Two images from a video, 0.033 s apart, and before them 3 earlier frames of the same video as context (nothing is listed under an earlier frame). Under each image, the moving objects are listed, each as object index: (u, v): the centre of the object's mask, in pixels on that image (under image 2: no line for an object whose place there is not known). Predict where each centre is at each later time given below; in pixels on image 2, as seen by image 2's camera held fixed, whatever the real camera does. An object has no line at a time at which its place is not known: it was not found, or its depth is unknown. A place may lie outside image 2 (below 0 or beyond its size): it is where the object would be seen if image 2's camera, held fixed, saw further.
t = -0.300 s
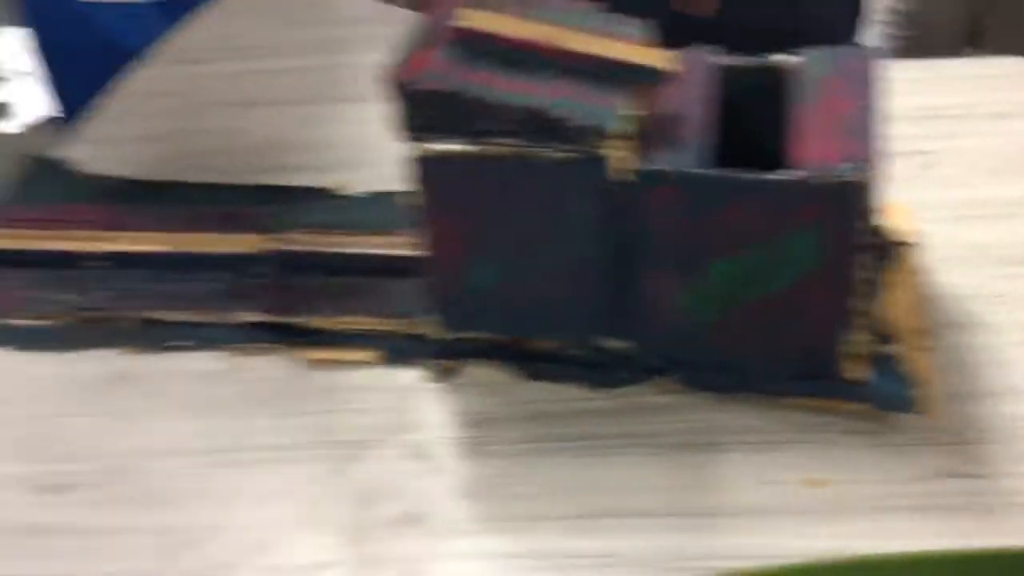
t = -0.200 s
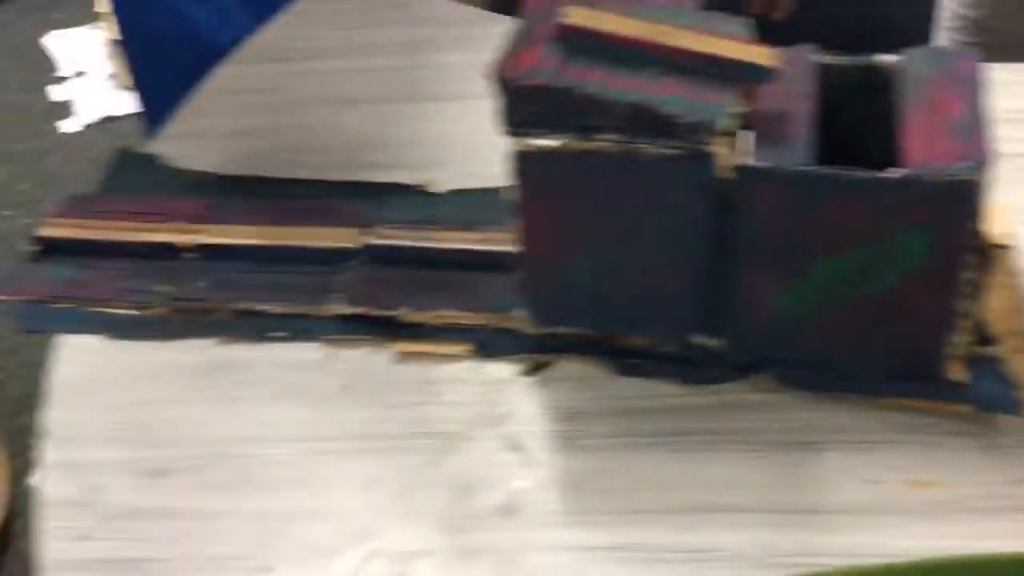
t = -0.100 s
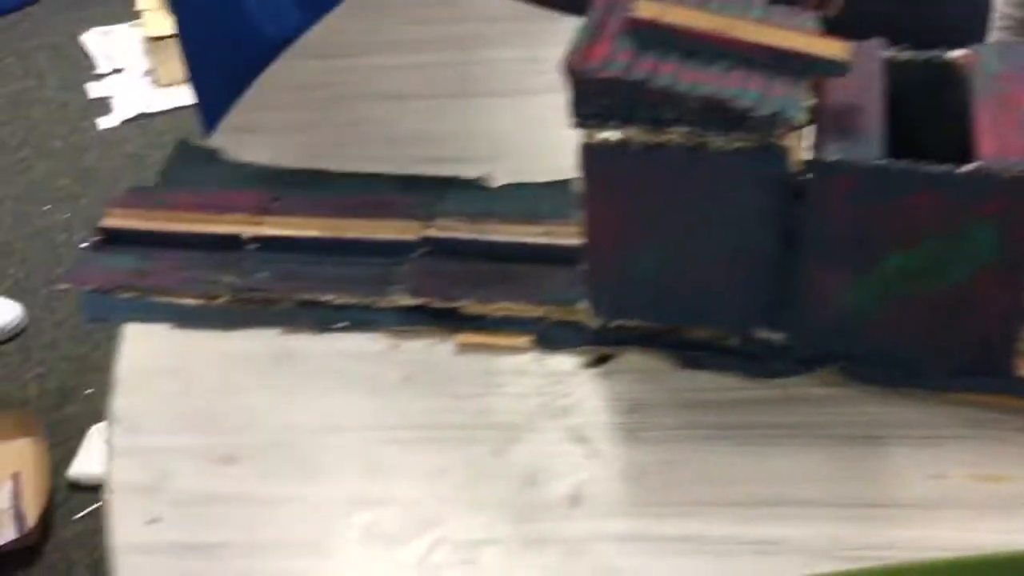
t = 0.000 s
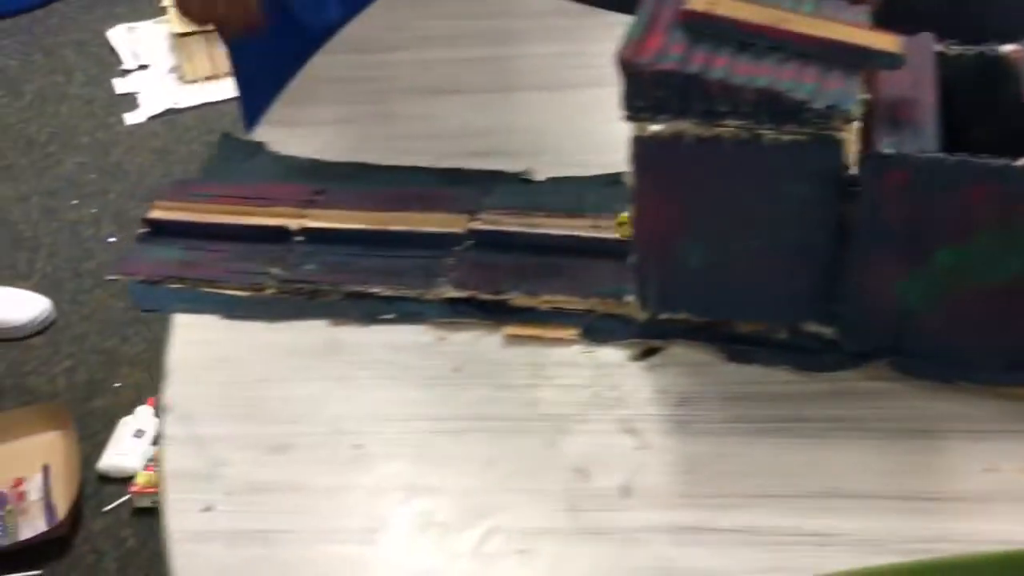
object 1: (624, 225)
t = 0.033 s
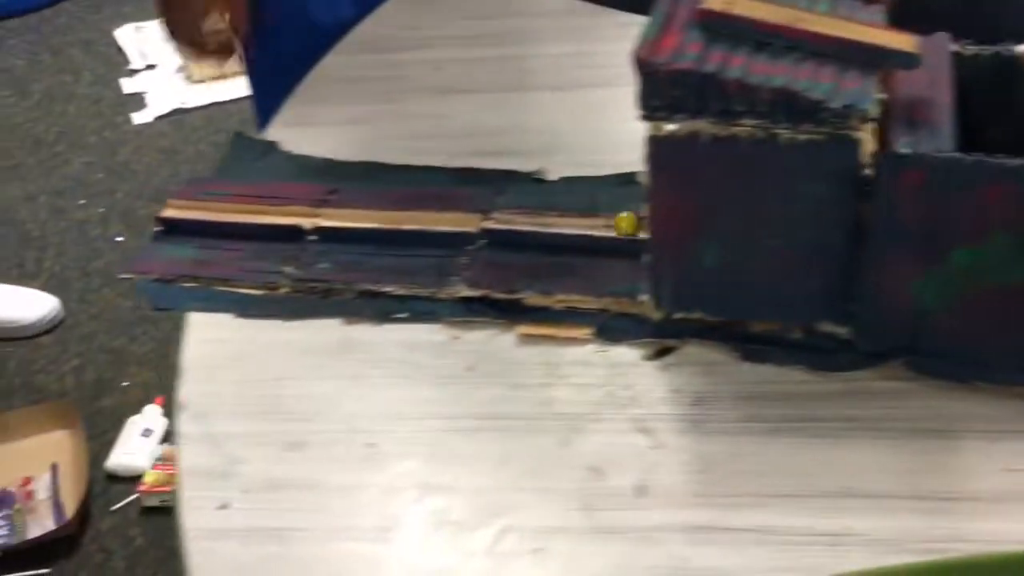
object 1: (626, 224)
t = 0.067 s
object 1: (611, 224)
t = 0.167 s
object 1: (570, 223)
